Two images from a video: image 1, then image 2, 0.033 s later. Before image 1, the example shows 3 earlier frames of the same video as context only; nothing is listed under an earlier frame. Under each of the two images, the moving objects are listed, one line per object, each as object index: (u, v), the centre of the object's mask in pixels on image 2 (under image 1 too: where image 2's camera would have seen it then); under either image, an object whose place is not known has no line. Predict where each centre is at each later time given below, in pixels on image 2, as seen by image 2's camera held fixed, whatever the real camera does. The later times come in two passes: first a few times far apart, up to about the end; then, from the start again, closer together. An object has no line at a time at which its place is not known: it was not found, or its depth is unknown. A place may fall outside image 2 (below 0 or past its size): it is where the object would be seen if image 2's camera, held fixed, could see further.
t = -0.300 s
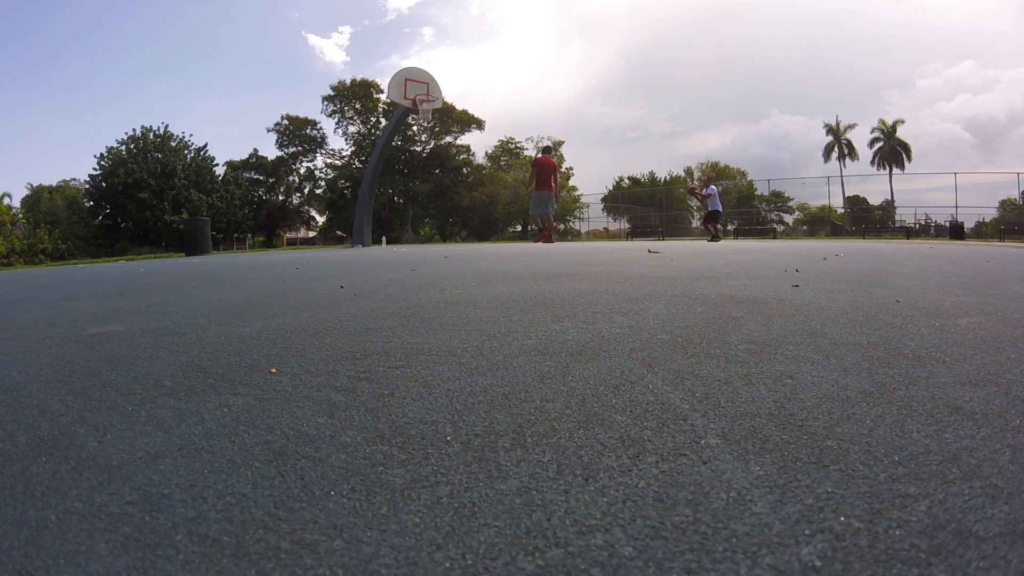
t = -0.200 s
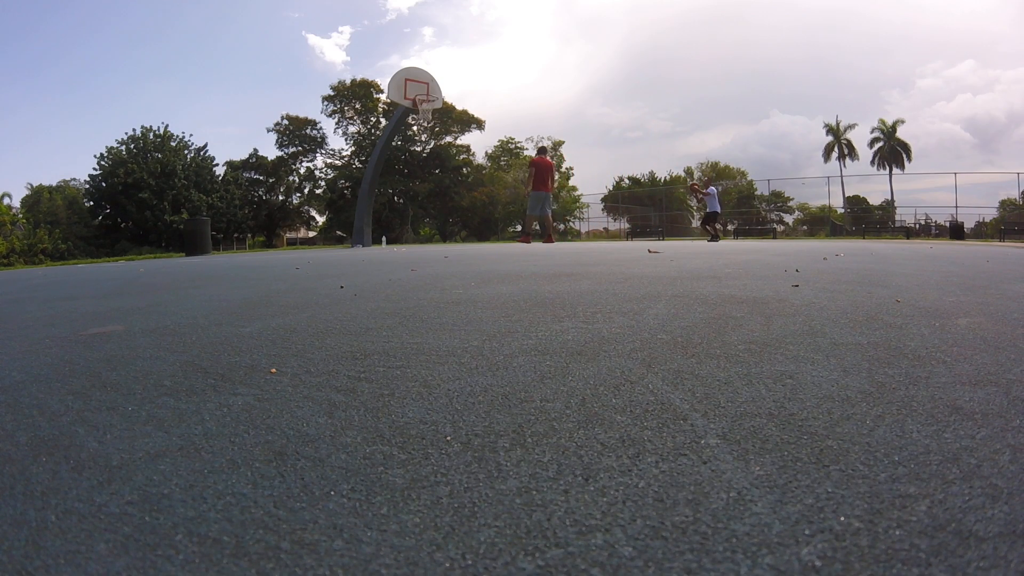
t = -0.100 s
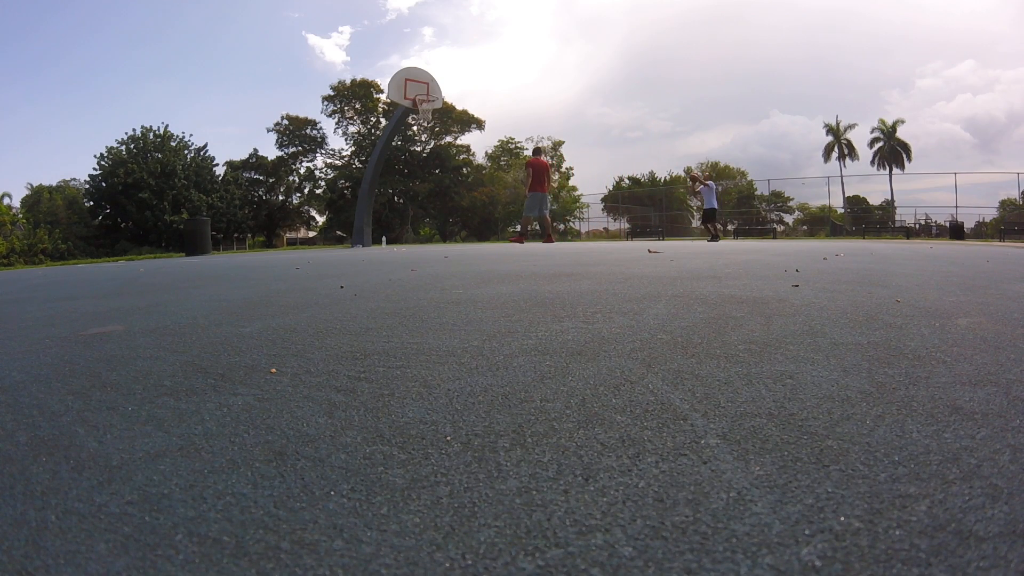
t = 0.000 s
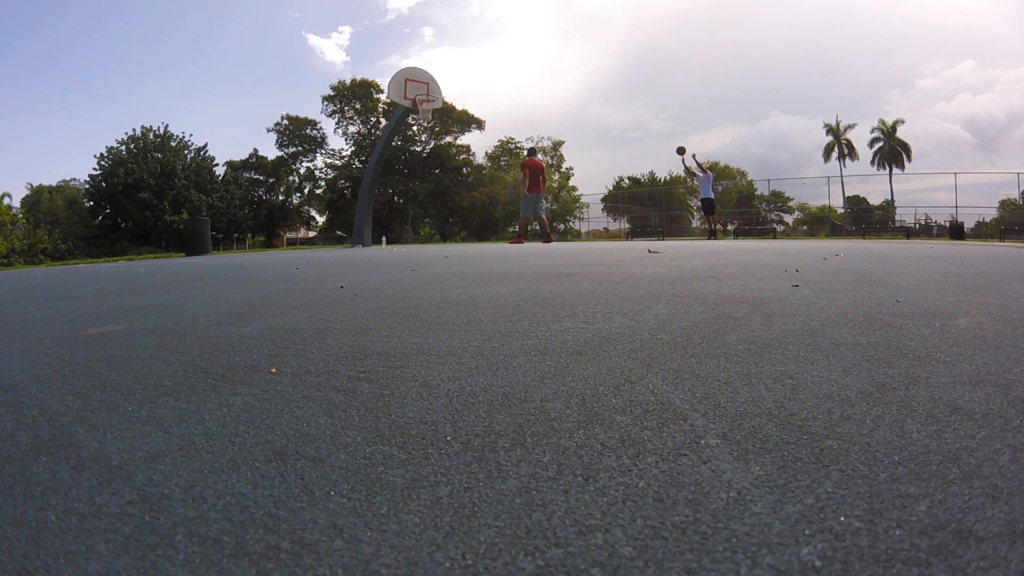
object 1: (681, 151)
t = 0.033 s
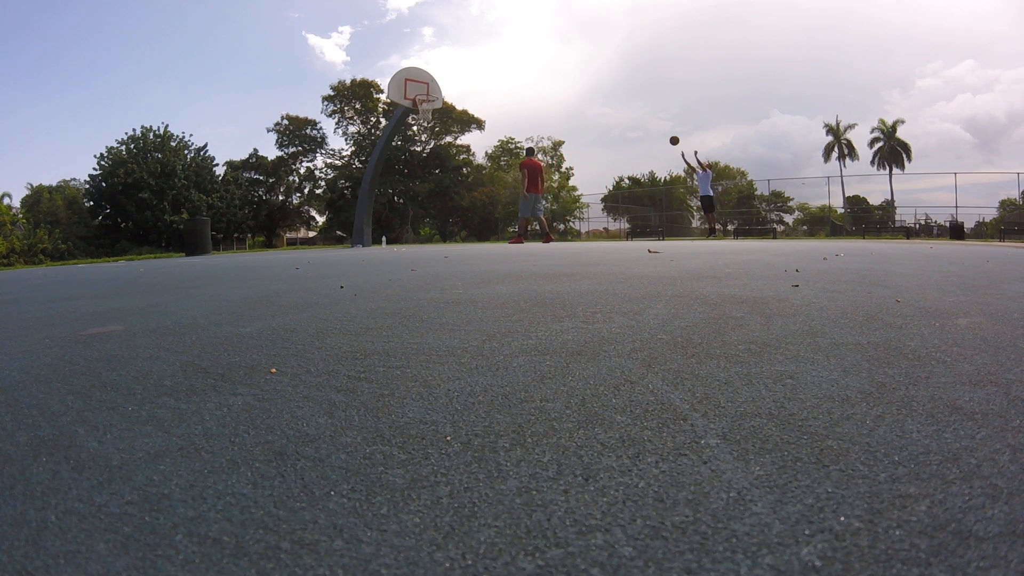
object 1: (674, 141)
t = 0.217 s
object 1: (636, 93)
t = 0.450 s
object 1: (587, 52)
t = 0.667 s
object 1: (541, 35)
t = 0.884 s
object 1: (495, 38)
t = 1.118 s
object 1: (444, 65)
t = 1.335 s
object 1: (414, 83)
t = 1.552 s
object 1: (411, 63)
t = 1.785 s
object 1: (407, 65)
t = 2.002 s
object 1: (403, 94)
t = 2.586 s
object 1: (393, 165)
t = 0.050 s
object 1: (670, 136)
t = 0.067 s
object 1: (667, 131)
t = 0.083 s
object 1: (664, 126)
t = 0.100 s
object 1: (660, 121)
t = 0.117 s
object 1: (657, 117)
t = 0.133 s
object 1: (653, 113)
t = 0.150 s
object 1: (650, 109)
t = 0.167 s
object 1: (647, 104)
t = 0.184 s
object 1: (643, 100)
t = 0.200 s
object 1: (639, 96)
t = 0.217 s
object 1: (636, 93)
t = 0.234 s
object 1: (632, 89)
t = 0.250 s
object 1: (629, 86)
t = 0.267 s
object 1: (625, 82)
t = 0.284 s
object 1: (622, 79)
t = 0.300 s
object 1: (619, 76)
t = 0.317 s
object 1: (615, 73)
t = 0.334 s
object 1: (612, 70)
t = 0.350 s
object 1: (608, 67)
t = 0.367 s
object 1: (604, 64)
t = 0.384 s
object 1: (601, 62)
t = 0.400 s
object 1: (597, 59)
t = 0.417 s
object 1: (594, 57)
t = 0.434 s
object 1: (590, 54)
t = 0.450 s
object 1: (587, 52)
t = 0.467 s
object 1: (583, 50)
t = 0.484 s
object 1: (580, 48)
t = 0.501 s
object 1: (576, 47)
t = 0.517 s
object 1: (573, 45)
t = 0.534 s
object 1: (569, 43)
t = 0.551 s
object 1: (566, 42)
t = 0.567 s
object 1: (562, 41)
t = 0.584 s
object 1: (559, 39)
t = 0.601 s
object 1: (555, 38)
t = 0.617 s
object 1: (552, 38)
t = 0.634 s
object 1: (548, 37)
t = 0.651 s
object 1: (545, 36)
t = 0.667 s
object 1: (541, 35)
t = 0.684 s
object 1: (538, 35)
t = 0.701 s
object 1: (534, 34)
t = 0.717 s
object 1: (530, 34)
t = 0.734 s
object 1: (527, 34)
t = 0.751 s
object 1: (523, 34)
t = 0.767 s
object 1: (520, 34)
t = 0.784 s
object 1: (516, 34)
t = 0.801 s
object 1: (513, 35)
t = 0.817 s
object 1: (509, 35)
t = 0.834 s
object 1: (506, 36)
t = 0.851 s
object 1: (502, 37)
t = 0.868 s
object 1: (498, 37)
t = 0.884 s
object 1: (495, 38)
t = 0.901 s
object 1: (491, 39)
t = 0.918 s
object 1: (488, 41)
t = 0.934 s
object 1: (484, 42)
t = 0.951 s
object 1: (480, 43)
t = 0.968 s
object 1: (477, 45)
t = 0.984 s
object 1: (473, 47)
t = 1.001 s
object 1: (470, 48)
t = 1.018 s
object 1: (466, 50)
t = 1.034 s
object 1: (462, 53)
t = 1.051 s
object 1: (459, 55)
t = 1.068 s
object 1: (455, 57)
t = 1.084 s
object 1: (451, 60)
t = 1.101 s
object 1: (448, 62)
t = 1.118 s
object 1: (444, 65)
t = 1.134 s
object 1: (440, 68)
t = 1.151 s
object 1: (437, 71)
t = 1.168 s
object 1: (433, 74)
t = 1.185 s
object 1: (430, 77)
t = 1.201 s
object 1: (426, 80)
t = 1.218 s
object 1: (422, 85)
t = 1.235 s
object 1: (417, 89)
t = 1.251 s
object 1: (414, 92)
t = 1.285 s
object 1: (414, 90)
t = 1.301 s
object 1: (414, 88)
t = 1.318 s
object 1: (414, 85)
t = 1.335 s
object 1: (414, 83)
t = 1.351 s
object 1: (413, 81)
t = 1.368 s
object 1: (414, 78)
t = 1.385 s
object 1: (414, 76)
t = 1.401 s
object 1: (413, 74)
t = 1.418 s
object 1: (413, 73)
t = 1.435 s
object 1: (413, 71)
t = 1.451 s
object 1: (413, 70)
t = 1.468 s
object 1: (413, 68)
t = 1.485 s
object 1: (412, 67)
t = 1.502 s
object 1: (412, 65)
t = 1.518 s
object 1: (412, 64)
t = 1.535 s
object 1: (412, 63)
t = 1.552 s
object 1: (411, 63)
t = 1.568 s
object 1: (411, 62)
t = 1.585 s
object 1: (411, 61)
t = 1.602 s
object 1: (411, 61)
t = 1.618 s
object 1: (410, 61)
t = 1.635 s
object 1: (410, 60)
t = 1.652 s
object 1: (410, 60)
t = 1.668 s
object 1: (410, 60)
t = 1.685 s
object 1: (409, 61)
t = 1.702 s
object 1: (409, 61)
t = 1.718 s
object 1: (409, 61)
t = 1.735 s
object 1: (408, 62)
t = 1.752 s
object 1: (408, 63)
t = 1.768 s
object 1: (408, 64)
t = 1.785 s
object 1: (407, 65)
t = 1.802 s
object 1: (407, 66)
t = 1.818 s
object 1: (407, 68)
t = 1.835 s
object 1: (406, 69)
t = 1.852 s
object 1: (406, 71)
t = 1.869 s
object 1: (406, 73)
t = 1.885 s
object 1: (405, 75)
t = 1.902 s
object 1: (404, 77)
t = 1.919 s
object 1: (405, 79)
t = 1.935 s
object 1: (404, 82)
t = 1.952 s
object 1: (404, 85)
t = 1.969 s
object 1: (403, 88)
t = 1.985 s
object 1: (403, 91)
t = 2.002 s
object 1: (403, 94)
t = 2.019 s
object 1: (403, 97)
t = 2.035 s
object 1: (402, 101)
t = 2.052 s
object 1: (402, 105)
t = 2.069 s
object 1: (402, 109)
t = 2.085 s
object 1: (402, 113)
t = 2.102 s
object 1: (401, 117)
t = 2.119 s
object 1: (402, 123)
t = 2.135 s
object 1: (401, 127)
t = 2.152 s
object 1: (400, 133)
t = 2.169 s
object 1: (400, 139)
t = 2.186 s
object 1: (400, 145)
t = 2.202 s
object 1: (399, 151)
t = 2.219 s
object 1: (399, 156)
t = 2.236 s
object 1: (398, 165)
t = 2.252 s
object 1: (397, 170)
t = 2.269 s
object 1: (397, 178)
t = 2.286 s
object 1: (397, 185)
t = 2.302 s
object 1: (397, 193)
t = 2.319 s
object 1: (396, 202)
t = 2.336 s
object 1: (396, 210)
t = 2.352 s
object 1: (396, 219)
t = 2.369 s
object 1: (396, 227)
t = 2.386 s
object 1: (395, 236)
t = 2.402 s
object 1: (395, 236)
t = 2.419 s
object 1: (395, 230)
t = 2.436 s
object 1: (395, 223)
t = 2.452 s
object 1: (394, 216)
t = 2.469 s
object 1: (394, 210)
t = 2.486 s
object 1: (394, 203)
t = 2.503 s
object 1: (395, 196)
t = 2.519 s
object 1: (394, 190)
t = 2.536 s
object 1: (394, 183)
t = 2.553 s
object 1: (393, 178)
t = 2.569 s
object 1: (393, 170)
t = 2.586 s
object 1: (393, 165)
